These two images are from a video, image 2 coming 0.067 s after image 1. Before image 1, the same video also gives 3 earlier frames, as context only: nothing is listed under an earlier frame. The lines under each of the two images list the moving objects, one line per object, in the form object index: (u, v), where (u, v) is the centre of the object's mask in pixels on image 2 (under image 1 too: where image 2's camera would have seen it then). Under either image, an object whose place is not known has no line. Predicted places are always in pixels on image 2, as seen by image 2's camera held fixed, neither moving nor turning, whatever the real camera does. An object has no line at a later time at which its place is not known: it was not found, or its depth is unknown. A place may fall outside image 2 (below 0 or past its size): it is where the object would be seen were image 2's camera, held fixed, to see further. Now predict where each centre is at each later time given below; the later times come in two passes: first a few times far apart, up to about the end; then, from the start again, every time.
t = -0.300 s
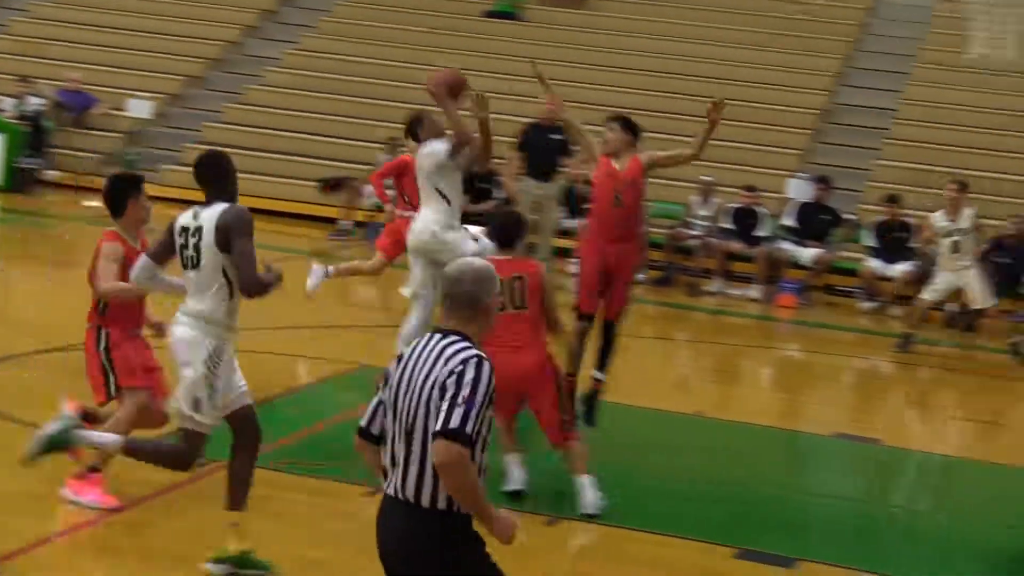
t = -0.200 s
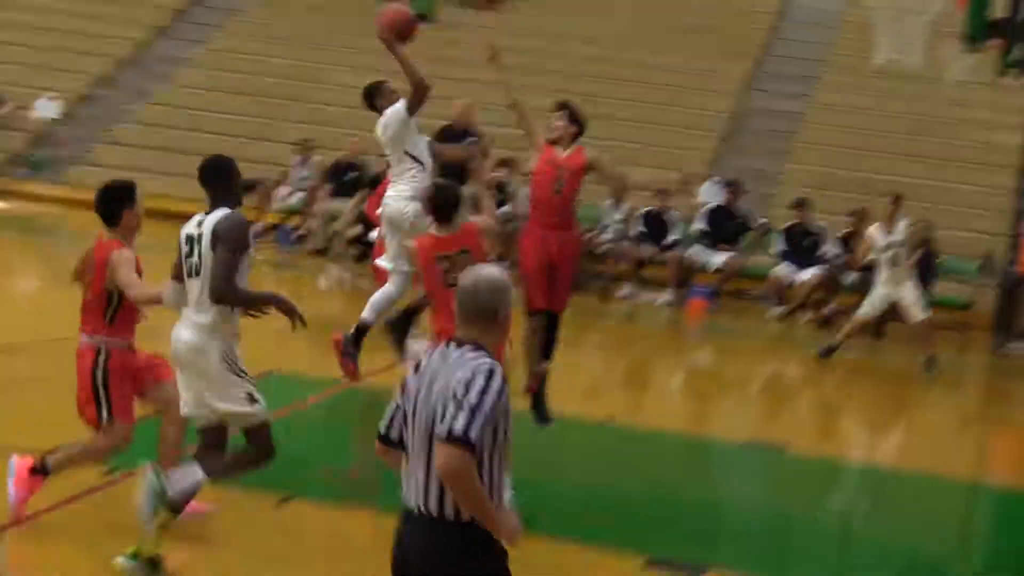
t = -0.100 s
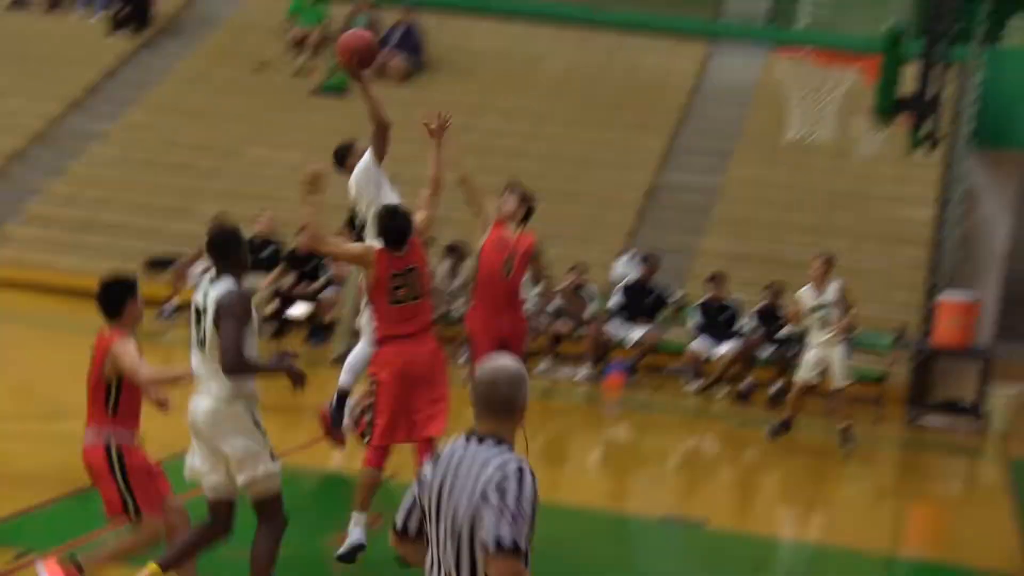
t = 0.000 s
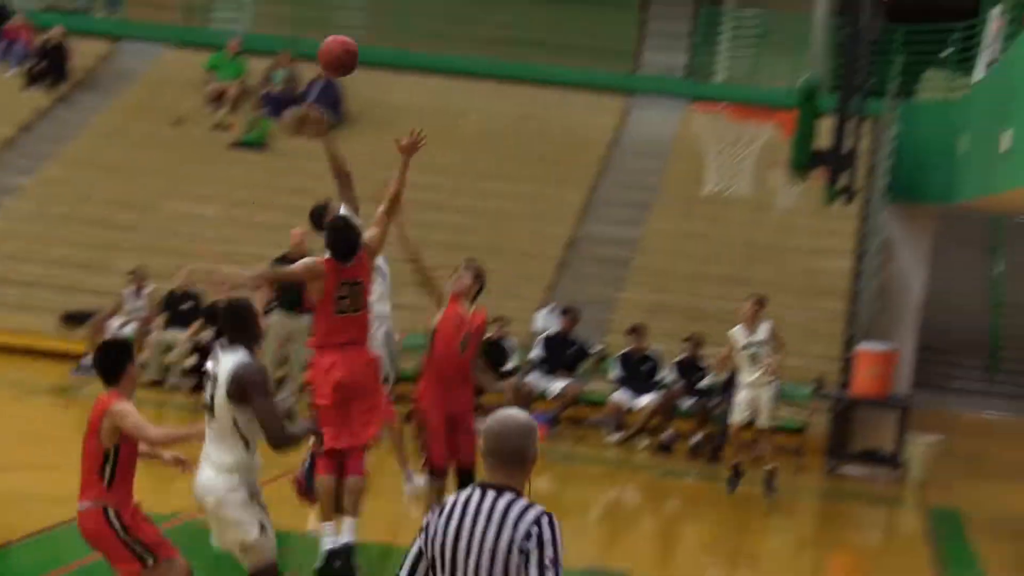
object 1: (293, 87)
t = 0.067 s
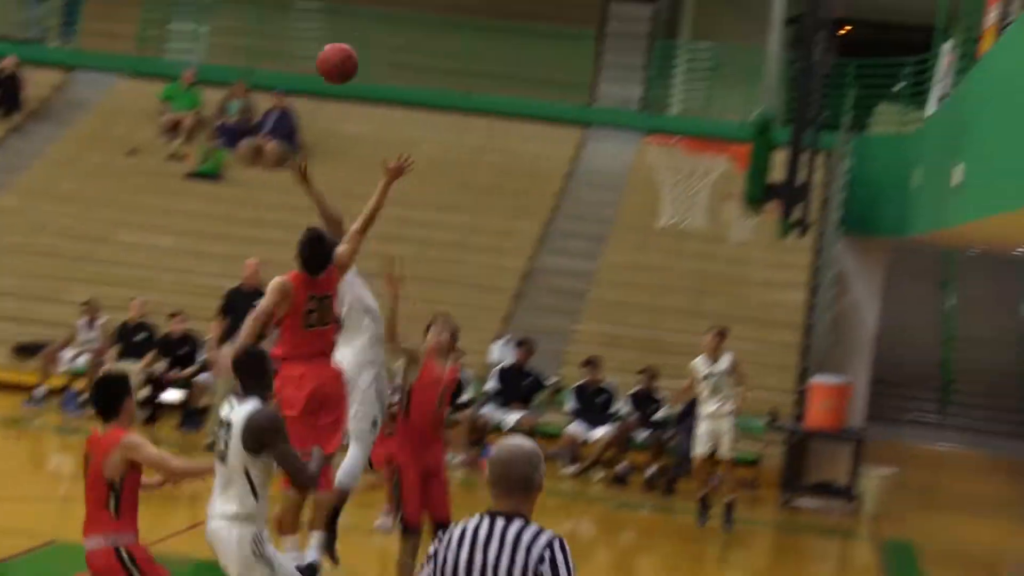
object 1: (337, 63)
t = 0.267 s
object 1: (459, 39)
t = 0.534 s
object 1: (609, 111)
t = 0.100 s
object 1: (358, 54)
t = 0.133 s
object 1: (380, 46)
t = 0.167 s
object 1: (400, 41)
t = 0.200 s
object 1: (420, 38)
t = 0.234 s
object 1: (440, 37)
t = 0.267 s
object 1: (459, 39)
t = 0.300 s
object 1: (479, 41)
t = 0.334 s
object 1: (498, 45)
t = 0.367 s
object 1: (518, 51)
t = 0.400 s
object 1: (536, 59)
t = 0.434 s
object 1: (555, 69)
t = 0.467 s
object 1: (572, 81)
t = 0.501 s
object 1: (591, 95)
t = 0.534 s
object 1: (609, 111)
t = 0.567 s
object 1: (625, 129)
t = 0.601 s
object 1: (624, 141)
